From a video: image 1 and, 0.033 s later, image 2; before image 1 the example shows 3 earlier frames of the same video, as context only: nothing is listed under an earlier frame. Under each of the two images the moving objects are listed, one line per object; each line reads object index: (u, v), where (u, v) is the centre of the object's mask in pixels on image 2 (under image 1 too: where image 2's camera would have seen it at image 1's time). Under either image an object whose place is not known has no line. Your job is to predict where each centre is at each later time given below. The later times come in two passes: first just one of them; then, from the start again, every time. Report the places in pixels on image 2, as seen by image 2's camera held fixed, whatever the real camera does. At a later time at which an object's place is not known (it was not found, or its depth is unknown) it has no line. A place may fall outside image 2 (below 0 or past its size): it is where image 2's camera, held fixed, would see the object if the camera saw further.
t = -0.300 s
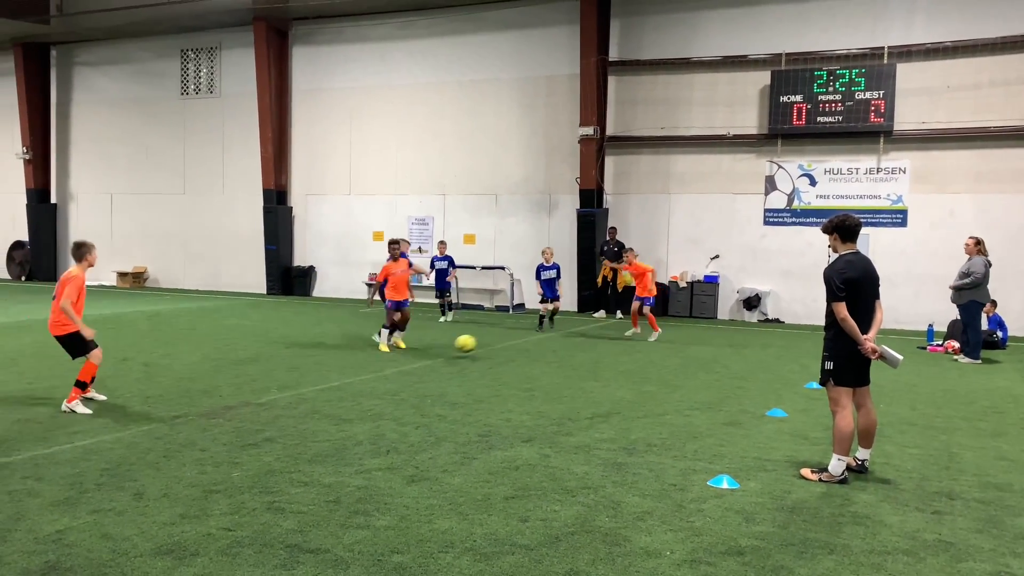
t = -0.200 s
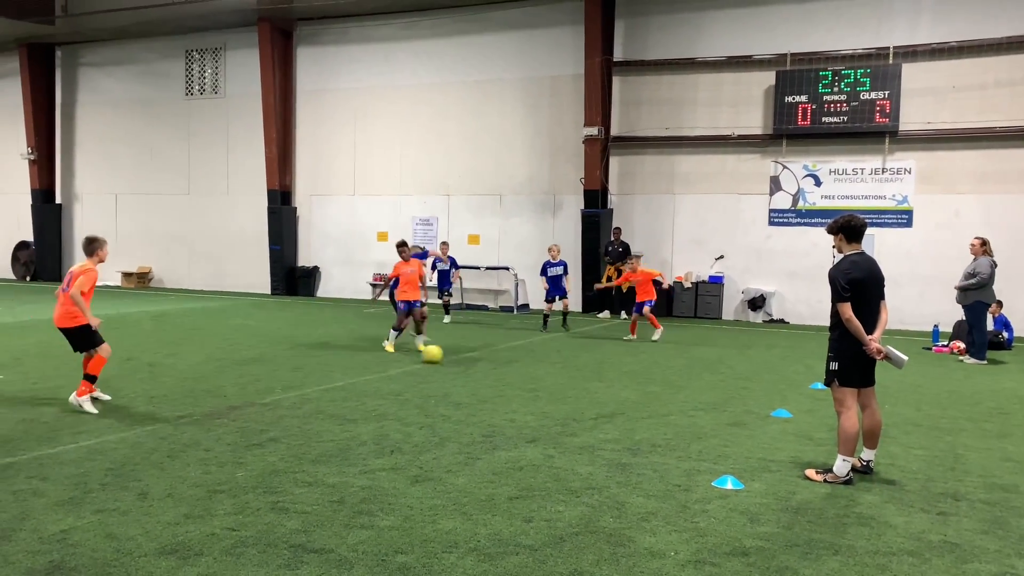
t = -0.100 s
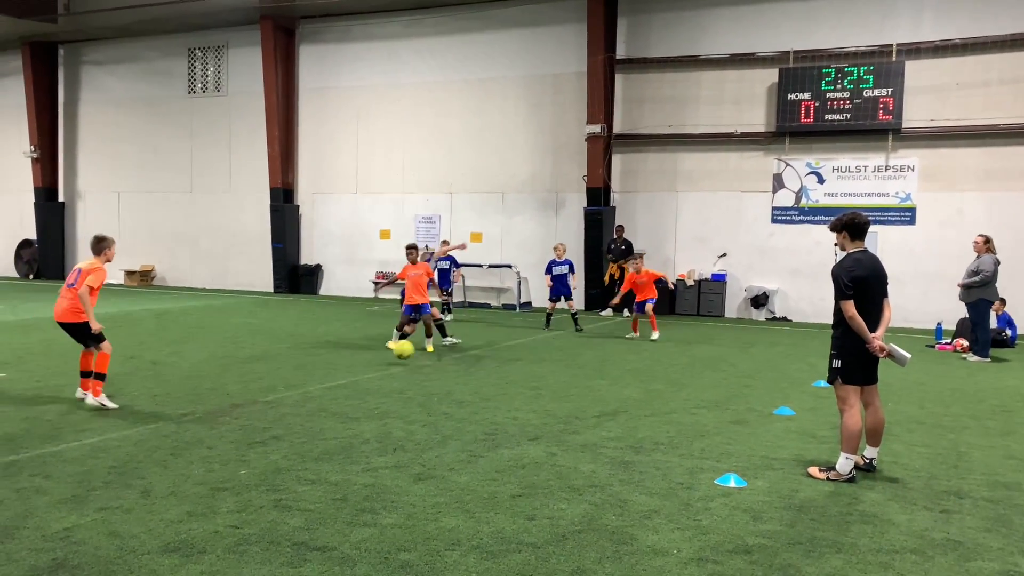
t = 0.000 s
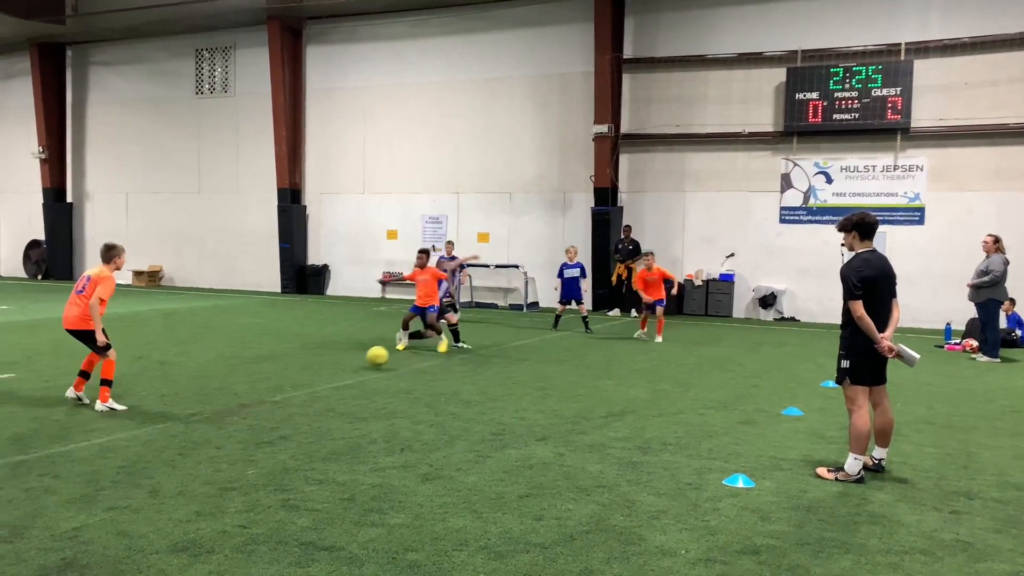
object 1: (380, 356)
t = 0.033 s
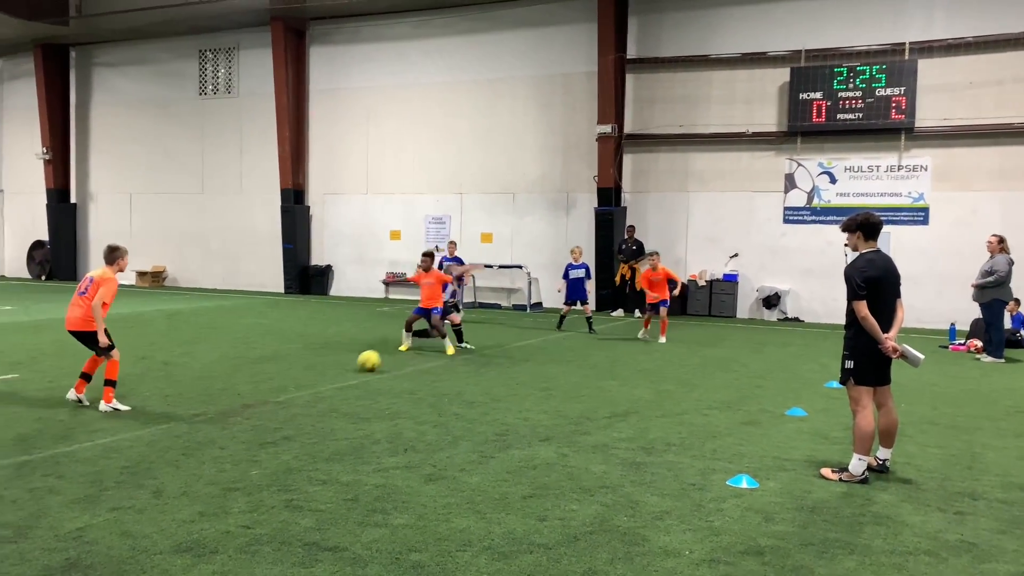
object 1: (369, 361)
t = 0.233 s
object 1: (299, 369)
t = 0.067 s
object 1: (358, 362)
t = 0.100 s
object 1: (346, 361)
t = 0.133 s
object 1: (335, 362)
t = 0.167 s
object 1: (323, 363)
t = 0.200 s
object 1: (311, 365)
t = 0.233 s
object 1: (299, 369)
